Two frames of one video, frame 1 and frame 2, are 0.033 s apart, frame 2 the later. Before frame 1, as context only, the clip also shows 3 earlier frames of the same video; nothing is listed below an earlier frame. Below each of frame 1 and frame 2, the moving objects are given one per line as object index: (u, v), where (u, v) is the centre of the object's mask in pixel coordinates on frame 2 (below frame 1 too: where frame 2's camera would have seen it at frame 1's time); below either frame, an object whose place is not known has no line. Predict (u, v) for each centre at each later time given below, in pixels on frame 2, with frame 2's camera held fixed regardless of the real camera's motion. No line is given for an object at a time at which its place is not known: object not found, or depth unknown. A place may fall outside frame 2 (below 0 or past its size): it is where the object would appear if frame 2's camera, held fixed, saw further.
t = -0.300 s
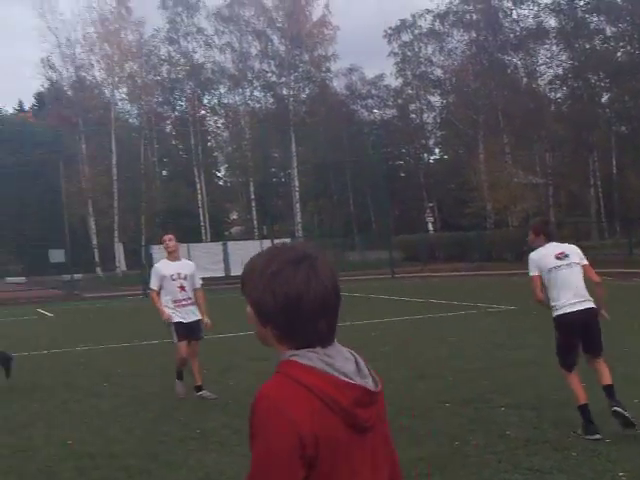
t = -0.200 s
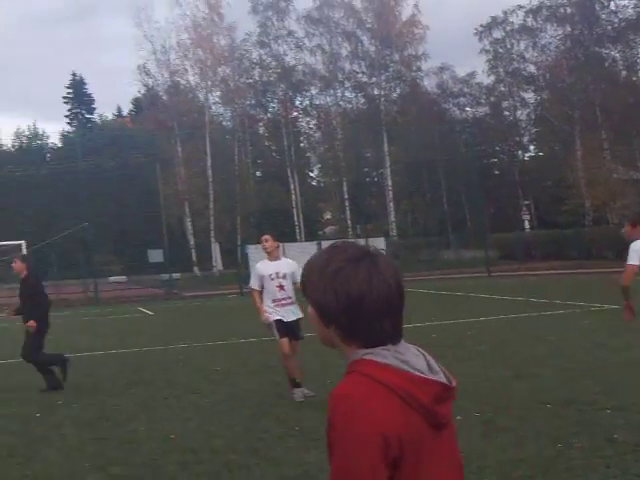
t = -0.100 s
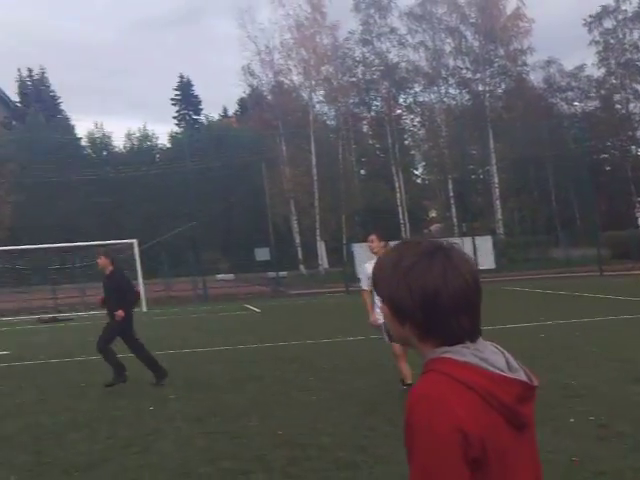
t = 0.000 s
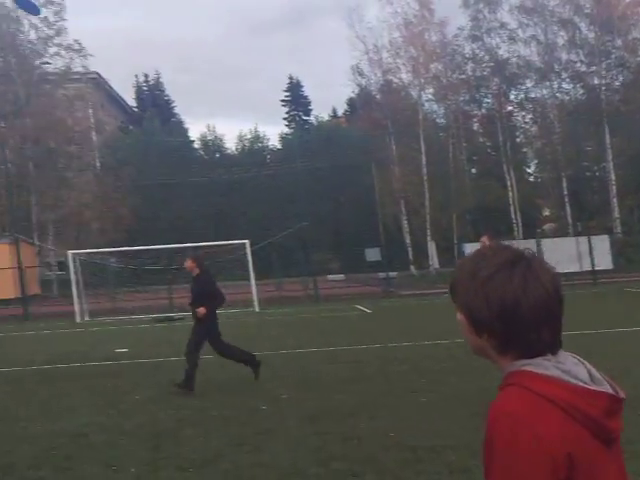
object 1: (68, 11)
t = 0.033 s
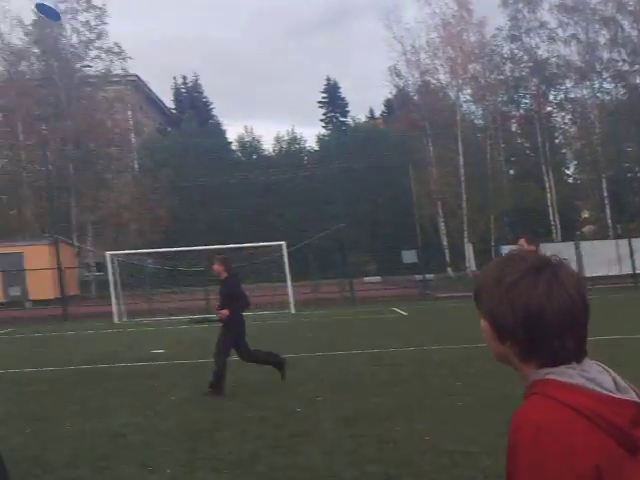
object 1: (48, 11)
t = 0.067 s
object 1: (29, 14)
